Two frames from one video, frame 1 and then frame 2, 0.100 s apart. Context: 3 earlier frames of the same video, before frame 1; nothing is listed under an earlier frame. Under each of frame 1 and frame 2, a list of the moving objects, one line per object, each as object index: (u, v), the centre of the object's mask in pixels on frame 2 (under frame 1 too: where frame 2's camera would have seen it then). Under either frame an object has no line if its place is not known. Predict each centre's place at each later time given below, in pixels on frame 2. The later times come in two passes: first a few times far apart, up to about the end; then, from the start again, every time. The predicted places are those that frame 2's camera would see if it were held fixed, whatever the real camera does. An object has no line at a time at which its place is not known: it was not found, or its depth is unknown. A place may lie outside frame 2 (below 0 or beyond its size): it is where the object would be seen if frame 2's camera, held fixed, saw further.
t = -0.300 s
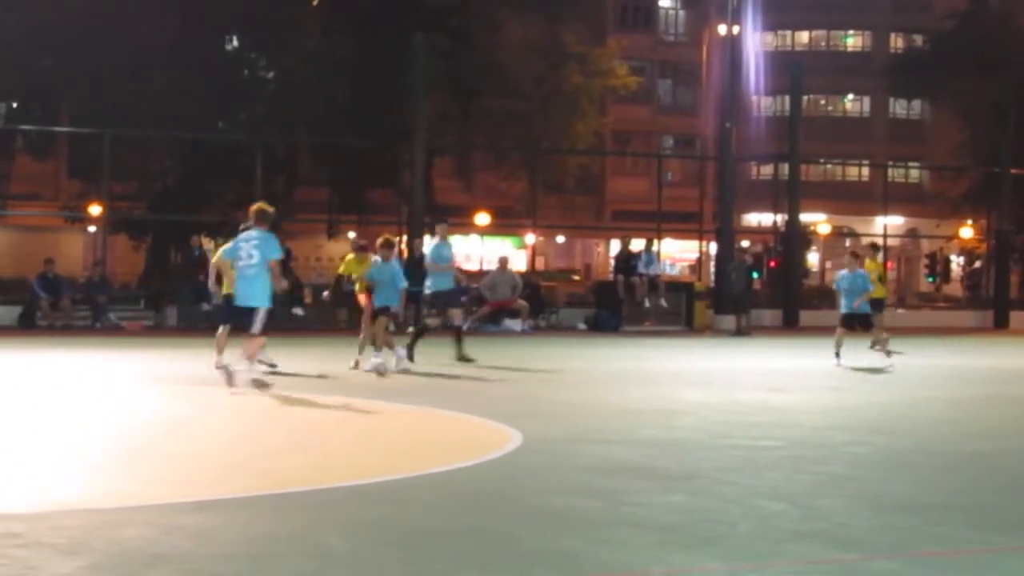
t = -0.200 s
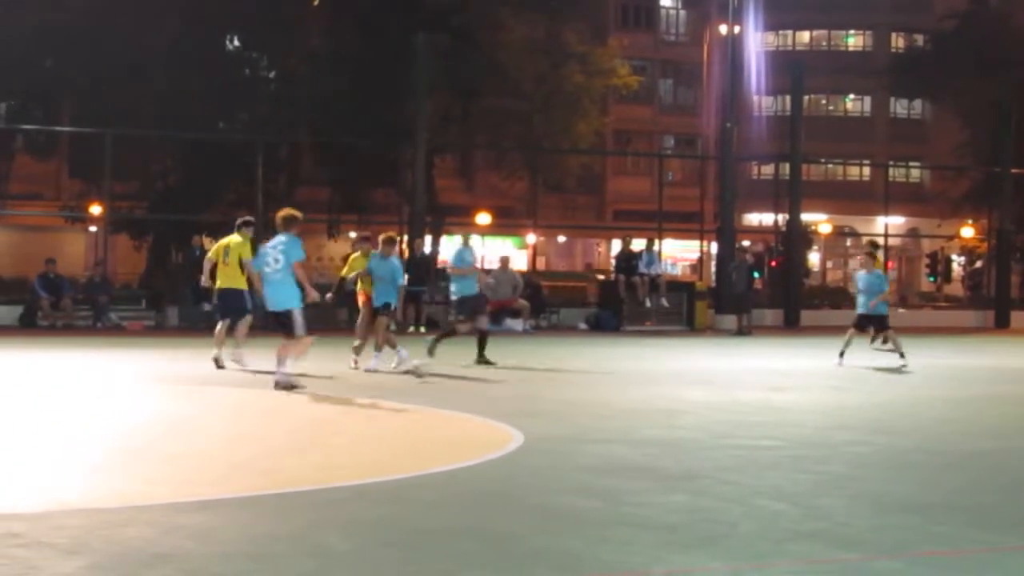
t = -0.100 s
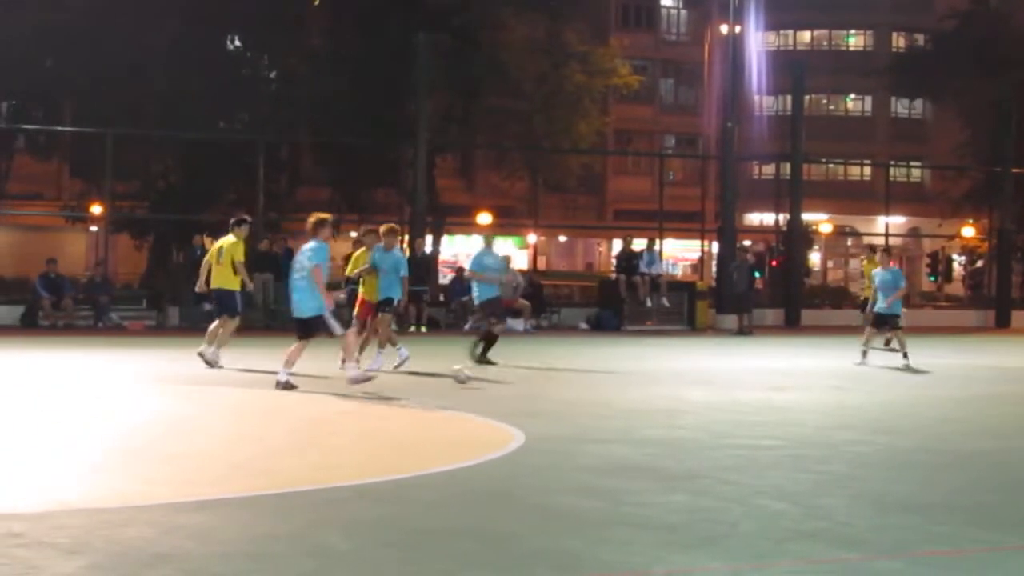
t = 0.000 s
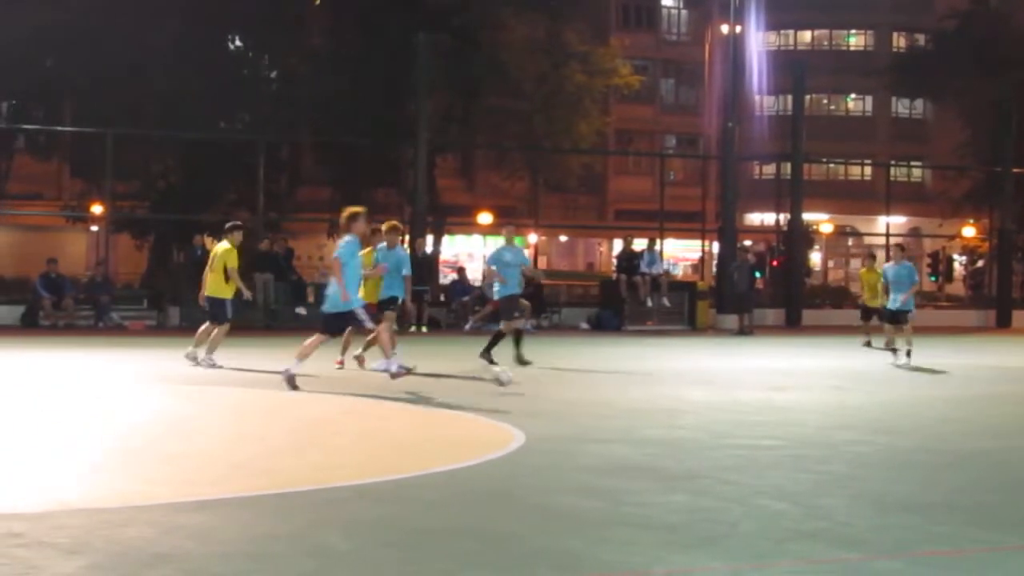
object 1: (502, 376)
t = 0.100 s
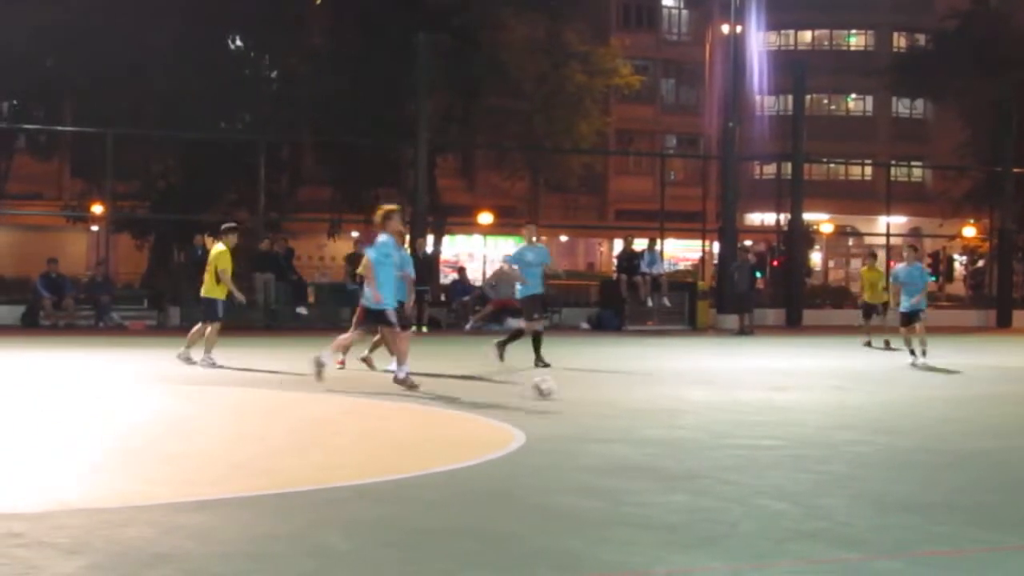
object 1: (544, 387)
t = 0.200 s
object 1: (581, 384)
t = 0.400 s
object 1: (663, 396)
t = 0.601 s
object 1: (751, 412)
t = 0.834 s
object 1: (867, 428)
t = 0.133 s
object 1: (555, 385)
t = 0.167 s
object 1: (567, 383)
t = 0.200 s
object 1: (581, 384)
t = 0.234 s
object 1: (594, 388)
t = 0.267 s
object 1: (608, 391)
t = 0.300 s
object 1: (620, 395)
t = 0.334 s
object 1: (635, 400)
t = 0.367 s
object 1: (649, 398)
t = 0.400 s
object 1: (663, 396)
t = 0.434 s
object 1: (677, 395)
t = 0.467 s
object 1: (693, 393)
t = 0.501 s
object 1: (708, 396)
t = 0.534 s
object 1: (721, 399)
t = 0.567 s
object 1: (736, 405)
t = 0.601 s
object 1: (751, 412)
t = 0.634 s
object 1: (766, 416)
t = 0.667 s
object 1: (783, 414)
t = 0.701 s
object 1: (799, 414)
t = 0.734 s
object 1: (816, 414)
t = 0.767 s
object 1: (833, 418)
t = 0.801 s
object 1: (850, 422)
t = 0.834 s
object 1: (867, 428)
